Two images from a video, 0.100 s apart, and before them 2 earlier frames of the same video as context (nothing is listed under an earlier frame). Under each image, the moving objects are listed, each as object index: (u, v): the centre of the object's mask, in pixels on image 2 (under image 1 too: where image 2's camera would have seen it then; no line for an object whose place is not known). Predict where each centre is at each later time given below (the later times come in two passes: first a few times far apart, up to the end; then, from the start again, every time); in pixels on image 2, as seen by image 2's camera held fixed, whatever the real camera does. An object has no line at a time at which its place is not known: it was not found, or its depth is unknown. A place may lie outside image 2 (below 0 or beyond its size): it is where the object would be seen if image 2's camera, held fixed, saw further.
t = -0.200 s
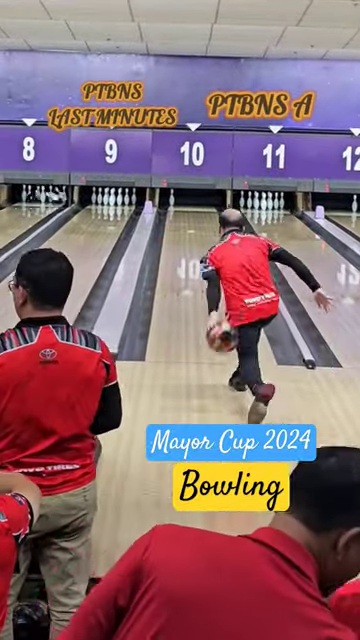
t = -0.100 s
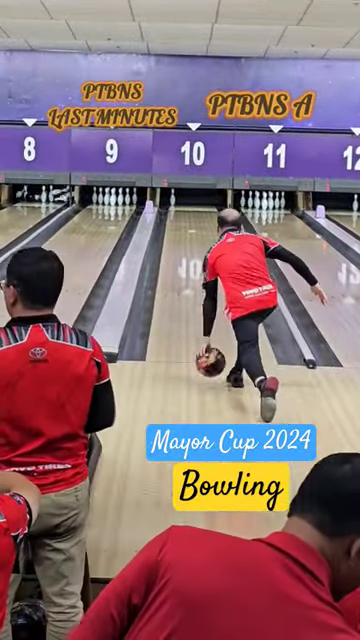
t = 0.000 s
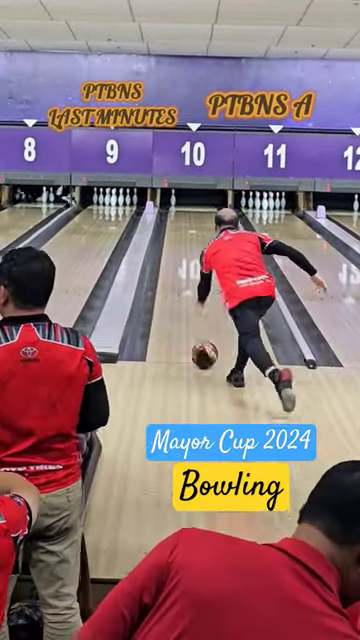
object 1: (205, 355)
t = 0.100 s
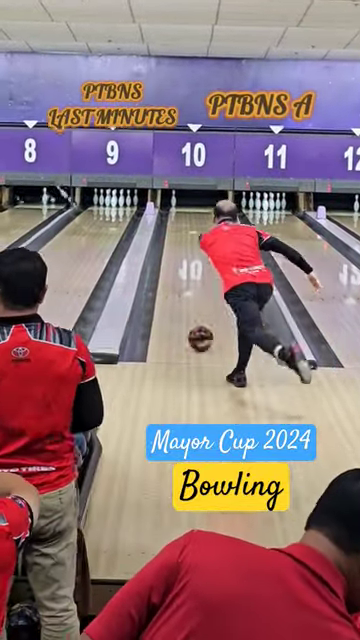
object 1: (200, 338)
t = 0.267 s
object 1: (194, 314)
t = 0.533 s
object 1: (188, 285)
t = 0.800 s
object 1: (183, 264)
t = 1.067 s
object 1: (180, 248)
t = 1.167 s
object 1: (179, 242)
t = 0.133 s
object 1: (199, 333)
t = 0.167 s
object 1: (198, 328)
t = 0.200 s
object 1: (196, 323)
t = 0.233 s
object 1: (195, 319)
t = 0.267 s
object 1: (194, 314)
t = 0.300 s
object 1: (193, 310)
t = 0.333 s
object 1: (192, 307)
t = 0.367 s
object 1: (191, 302)
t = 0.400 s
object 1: (190, 299)
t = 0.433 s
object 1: (190, 295)
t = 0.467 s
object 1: (189, 292)
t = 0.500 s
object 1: (188, 289)
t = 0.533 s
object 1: (188, 285)
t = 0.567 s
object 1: (187, 282)
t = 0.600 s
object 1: (186, 279)
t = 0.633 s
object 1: (186, 277)
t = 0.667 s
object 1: (185, 274)
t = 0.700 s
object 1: (185, 271)
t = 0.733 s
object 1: (184, 269)
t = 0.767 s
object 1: (184, 266)
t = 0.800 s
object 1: (183, 264)
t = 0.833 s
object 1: (183, 261)
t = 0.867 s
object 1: (182, 259)
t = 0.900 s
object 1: (182, 257)
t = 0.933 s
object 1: (182, 256)
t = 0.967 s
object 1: (181, 254)
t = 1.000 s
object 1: (181, 252)
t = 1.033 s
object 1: (180, 250)
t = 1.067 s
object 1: (180, 248)
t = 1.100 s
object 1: (179, 246)
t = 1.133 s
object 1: (179, 244)
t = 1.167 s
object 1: (179, 242)
